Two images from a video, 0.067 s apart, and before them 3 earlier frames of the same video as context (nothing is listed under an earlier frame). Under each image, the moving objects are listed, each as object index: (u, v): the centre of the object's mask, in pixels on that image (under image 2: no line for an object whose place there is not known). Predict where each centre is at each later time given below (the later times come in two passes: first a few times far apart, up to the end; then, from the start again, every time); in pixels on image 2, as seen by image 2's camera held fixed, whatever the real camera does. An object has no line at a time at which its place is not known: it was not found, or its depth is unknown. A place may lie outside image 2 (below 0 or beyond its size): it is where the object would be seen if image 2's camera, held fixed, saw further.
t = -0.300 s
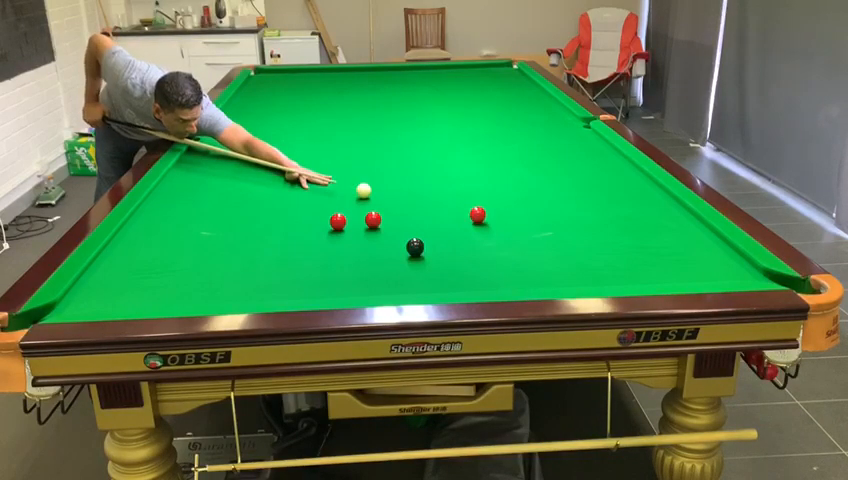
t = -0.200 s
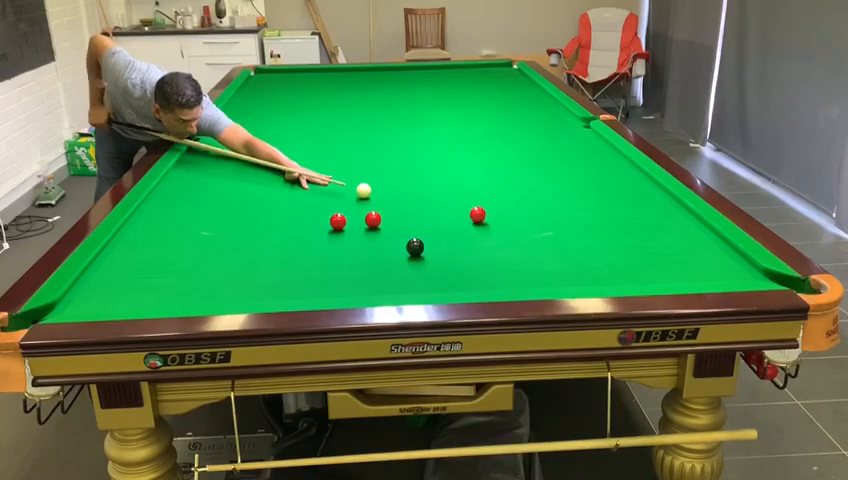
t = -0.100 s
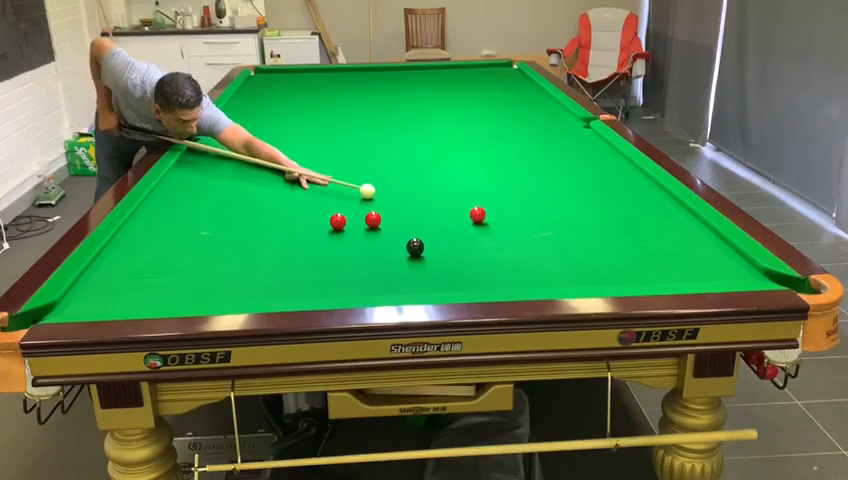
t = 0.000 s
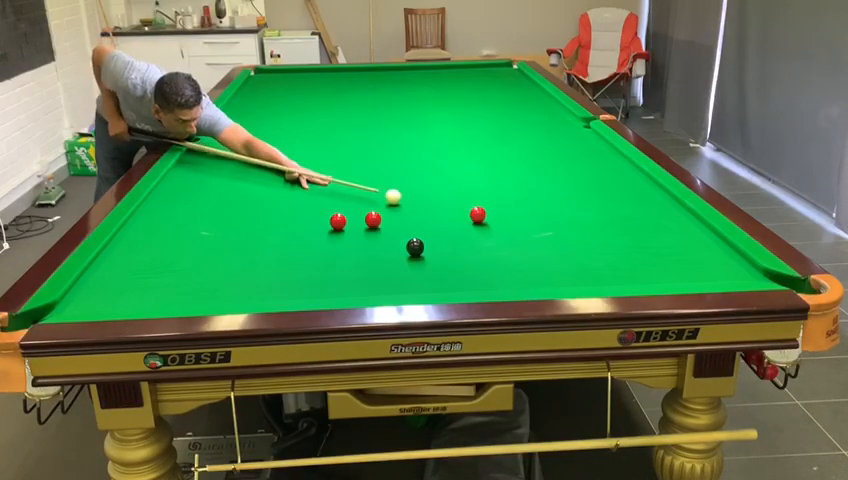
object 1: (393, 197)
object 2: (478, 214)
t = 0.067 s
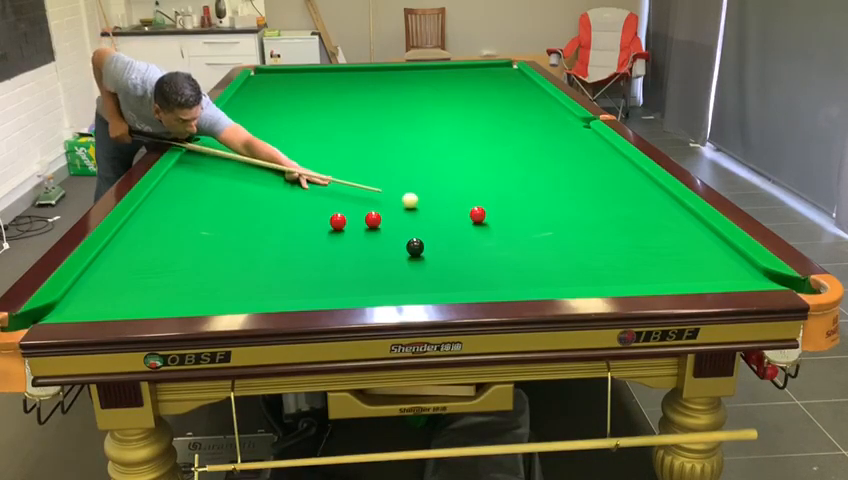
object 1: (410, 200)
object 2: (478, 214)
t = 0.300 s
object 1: (464, 211)
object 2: (486, 216)
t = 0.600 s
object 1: (479, 214)
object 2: (544, 229)
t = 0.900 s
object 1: (495, 217)
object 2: (600, 241)
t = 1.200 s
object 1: (508, 220)
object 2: (660, 254)
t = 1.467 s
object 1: (519, 222)
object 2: (714, 266)
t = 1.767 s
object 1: (530, 224)
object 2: (778, 280)
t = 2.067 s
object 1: (538, 226)
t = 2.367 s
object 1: (545, 228)
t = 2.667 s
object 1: (549, 229)
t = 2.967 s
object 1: (552, 230)
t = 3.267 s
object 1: (553, 231)
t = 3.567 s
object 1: (552, 231)
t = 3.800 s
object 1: (552, 230)
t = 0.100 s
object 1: (418, 202)
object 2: (478, 214)
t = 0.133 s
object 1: (427, 204)
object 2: (478, 214)
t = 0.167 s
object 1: (436, 206)
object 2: (478, 214)
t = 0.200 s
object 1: (445, 208)
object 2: (478, 214)
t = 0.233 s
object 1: (454, 209)
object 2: (477, 214)
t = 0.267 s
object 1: (463, 211)
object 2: (478, 215)
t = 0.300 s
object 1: (464, 211)
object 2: (486, 216)
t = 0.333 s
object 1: (465, 212)
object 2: (494, 218)
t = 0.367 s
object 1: (467, 212)
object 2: (501, 219)
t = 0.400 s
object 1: (468, 212)
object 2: (508, 221)
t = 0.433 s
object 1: (470, 212)
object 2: (514, 222)
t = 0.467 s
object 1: (472, 213)
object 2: (520, 224)
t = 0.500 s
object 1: (474, 213)
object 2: (526, 225)
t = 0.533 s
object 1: (476, 213)
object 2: (532, 226)
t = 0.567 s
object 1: (478, 214)
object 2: (538, 228)
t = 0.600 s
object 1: (479, 214)
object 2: (544, 229)
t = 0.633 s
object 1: (481, 214)
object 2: (550, 230)
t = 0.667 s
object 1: (483, 215)
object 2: (556, 232)
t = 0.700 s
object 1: (485, 215)
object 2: (562, 233)
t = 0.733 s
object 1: (487, 216)
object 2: (569, 235)
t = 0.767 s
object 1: (488, 216)
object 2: (575, 235)
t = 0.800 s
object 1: (490, 216)
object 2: (581, 237)
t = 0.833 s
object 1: (491, 216)
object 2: (588, 238)
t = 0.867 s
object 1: (493, 217)
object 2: (594, 240)
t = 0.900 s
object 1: (495, 217)
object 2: (600, 241)
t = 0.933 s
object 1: (496, 218)
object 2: (607, 242)
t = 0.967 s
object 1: (498, 218)
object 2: (613, 244)
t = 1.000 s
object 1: (500, 218)
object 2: (620, 245)
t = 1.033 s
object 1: (501, 218)
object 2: (626, 247)
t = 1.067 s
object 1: (503, 219)
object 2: (633, 248)
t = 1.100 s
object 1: (504, 219)
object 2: (640, 249)
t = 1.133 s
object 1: (506, 219)
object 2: (647, 251)
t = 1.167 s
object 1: (507, 219)
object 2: (653, 253)
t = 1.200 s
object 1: (508, 220)
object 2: (660, 254)
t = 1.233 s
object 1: (510, 220)
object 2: (667, 255)
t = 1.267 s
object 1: (511, 221)
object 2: (673, 257)
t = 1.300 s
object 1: (513, 221)
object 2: (680, 258)
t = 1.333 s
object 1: (514, 221)
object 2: (687, 260)
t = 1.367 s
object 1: (515, 221)
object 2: (694, 261)
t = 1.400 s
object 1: (517, 221)
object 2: (700, 263)
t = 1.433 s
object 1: (518, 222)
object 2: (707, 265)
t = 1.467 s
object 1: (519, 222)
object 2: (714, 266)
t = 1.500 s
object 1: (520, 222)
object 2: (721, 268)
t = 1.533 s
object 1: (522, 222)
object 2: (728, 269)
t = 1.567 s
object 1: (523, 223)
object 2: (735, 270)
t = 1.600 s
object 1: (524, 223)
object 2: (742, 272)
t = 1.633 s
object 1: (525, 223)
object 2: (749, 273)
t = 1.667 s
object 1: (527, 224)
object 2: (756, 274)
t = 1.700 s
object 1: (528, 224)
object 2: (763, 275)
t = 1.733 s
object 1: (529, 224)
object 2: (771, 277)
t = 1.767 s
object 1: (530, 224)
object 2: (778, 280)
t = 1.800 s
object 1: (531, 224)
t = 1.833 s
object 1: (532, 225)
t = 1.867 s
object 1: (533, 225)
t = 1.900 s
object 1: (534, 225)
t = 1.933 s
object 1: (535, 225)
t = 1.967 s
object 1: (536, 225)
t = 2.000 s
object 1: (536, 226)
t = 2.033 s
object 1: (537, 226)
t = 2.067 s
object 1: (538, 226)
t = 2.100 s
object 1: (539, 226)
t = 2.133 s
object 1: (540, 226)
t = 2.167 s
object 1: (541, 227)
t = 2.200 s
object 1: (541, 227)
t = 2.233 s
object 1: (542, 227)
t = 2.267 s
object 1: (543, 227)
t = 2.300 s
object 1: (544, 227)
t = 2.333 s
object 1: (544, 228)
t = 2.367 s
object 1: (545, 228)
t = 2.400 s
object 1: (545, 228)
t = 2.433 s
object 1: (546, 228)
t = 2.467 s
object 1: (547, 228)
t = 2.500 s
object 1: (547, 228)
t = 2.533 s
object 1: (547, 229)
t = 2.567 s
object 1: (548, 229)
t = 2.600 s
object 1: (548, 229)
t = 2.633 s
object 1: (549, 229)
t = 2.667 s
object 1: (549, 229)
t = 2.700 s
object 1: (549, 229)
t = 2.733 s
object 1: (550, 229)
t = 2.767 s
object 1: (550, 229)
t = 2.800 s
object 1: (551, 230)
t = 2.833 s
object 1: (551, 230)
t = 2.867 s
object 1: (551, 230)
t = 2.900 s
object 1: (551, 230)
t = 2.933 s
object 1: (551, 230)
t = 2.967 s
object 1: (552, 230)
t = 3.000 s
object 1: (552, 230)
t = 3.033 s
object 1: (552, 230)
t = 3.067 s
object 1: (553, 230)
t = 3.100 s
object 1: (553, 231)
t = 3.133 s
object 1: (553, 231)
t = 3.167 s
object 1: (553, 231)
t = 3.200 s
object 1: (553, 231)
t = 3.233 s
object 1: (553, 231)
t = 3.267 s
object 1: (553, 231)
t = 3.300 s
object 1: (553, 231)
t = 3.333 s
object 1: (553, 231)
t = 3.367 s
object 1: (553, 231)
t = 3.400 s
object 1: (553, 231)
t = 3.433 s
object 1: (553, 231)
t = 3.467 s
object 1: (553, 231)
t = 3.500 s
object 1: (553, 231)
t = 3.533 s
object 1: (552, 231)
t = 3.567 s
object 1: (552, 231)
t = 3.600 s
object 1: (552, 231)
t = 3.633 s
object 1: (552, 231)
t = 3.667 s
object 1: (552, 231)
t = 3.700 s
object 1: (552, 231)
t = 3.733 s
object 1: (552, 231)
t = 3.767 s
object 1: (552, 231)
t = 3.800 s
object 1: (552, 230)
